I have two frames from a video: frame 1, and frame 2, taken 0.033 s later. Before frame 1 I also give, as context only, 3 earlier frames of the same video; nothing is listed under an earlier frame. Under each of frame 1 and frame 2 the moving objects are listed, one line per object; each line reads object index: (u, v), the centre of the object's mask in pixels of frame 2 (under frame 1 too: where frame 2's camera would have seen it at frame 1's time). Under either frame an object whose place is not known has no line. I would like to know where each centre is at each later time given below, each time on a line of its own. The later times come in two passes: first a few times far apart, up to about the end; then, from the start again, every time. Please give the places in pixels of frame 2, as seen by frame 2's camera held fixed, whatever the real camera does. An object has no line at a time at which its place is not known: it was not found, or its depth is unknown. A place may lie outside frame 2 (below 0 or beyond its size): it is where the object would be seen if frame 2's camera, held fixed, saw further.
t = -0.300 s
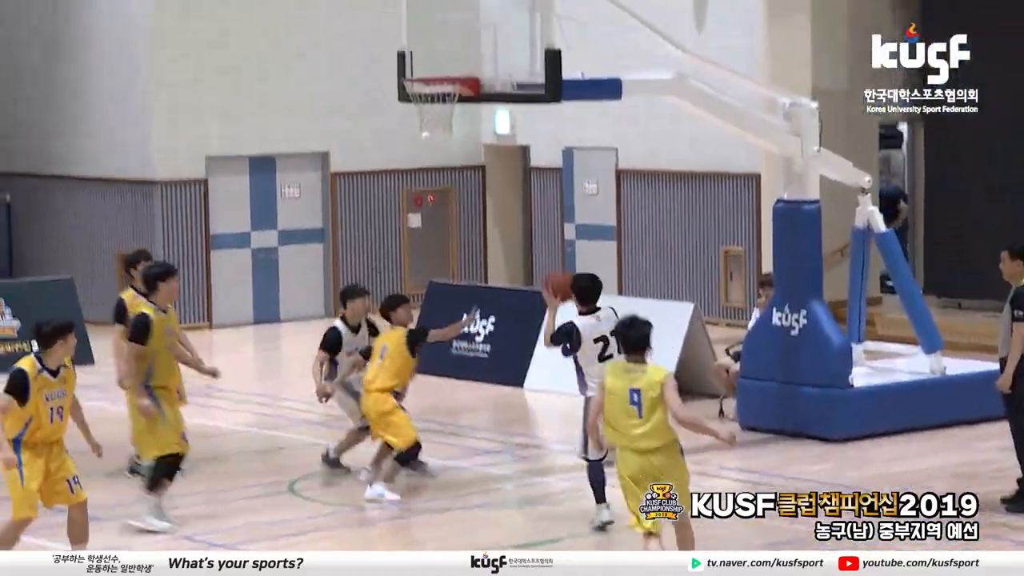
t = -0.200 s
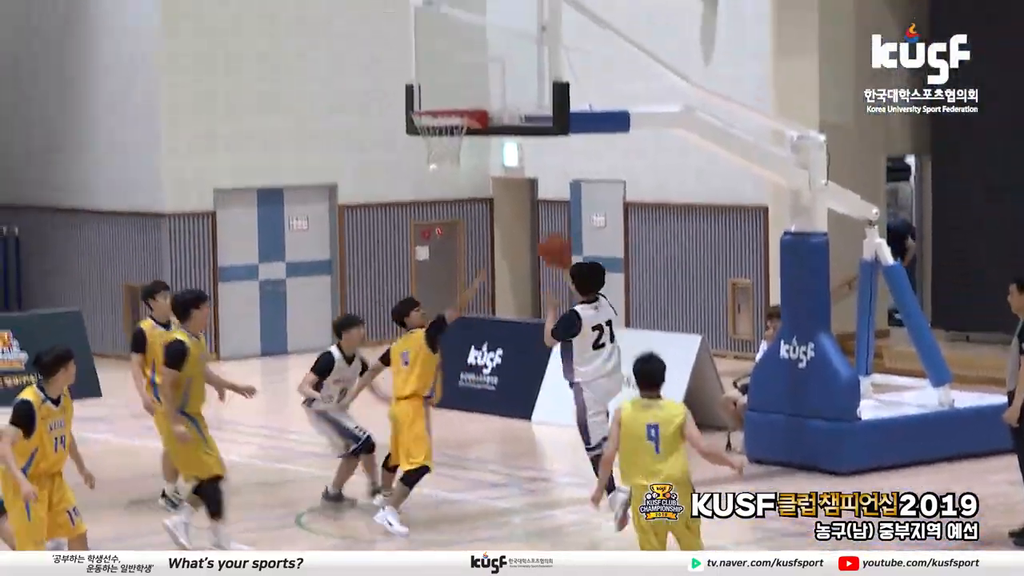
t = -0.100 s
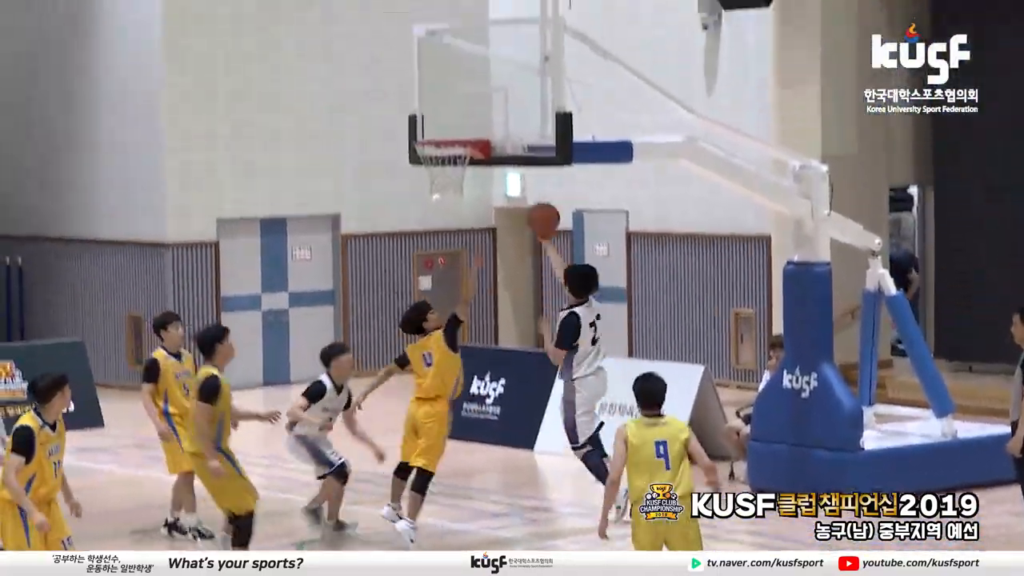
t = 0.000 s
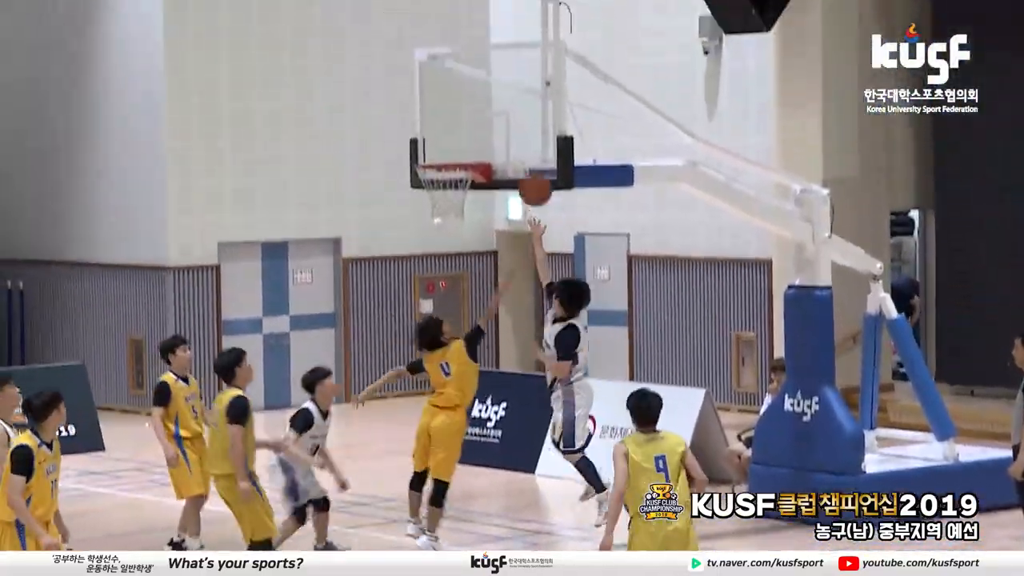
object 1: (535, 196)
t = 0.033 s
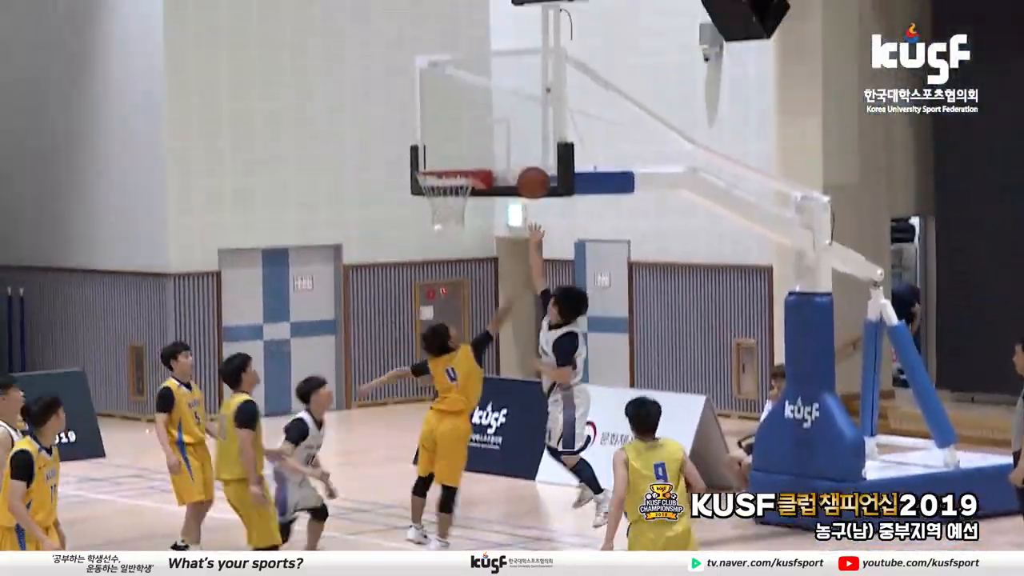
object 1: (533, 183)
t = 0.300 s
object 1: (499, 130)
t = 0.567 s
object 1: (453, 173)
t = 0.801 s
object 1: (424, 262)
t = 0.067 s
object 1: (531, 170)
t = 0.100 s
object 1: (528, 159)
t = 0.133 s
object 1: (526, 150)
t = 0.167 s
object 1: (523, 142)
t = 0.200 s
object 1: (517, 137)
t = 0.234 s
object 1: (511, 133)
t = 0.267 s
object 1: (505, 131)
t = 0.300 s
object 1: (499, 130)
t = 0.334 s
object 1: (493, 131)
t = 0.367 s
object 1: (487, 132)
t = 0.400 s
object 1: (481, 136)
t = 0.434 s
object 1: (475, 140)
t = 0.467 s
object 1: (470, 147)
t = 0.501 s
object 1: (464, 154)
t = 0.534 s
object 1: (458, 161)
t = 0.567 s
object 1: (453, 173)
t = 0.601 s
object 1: (445, 187)
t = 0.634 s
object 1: (441, 199)
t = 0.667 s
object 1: (436, 211)
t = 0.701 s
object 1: (433, 221)
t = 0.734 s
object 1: (430, 234)
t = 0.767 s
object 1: (427, 247)
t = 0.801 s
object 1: (424, 262)
